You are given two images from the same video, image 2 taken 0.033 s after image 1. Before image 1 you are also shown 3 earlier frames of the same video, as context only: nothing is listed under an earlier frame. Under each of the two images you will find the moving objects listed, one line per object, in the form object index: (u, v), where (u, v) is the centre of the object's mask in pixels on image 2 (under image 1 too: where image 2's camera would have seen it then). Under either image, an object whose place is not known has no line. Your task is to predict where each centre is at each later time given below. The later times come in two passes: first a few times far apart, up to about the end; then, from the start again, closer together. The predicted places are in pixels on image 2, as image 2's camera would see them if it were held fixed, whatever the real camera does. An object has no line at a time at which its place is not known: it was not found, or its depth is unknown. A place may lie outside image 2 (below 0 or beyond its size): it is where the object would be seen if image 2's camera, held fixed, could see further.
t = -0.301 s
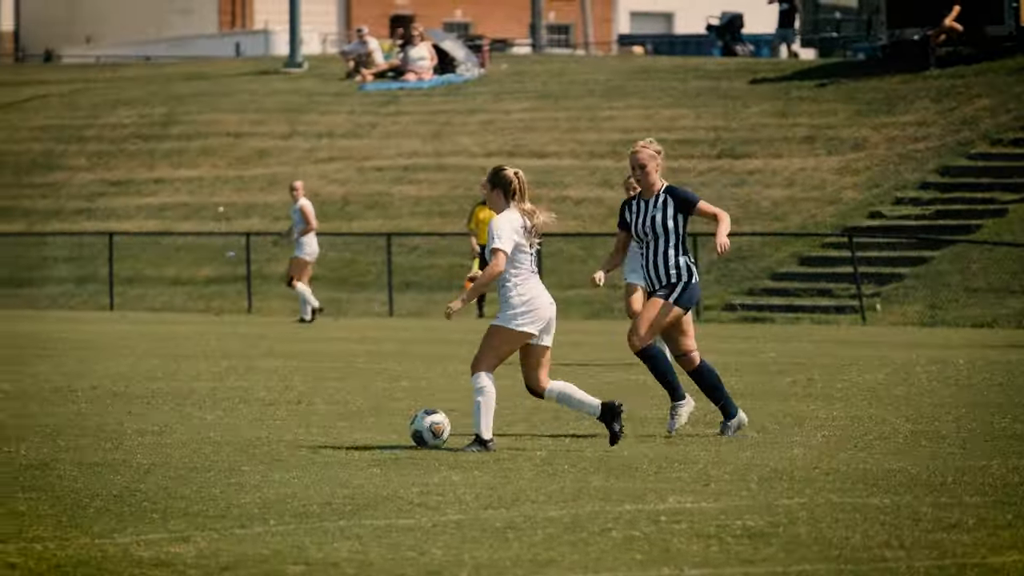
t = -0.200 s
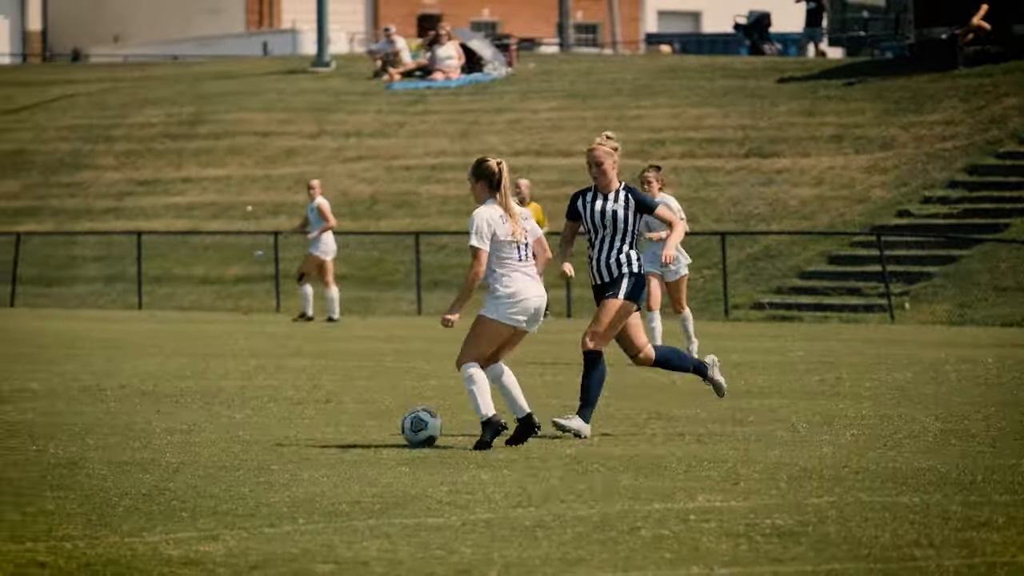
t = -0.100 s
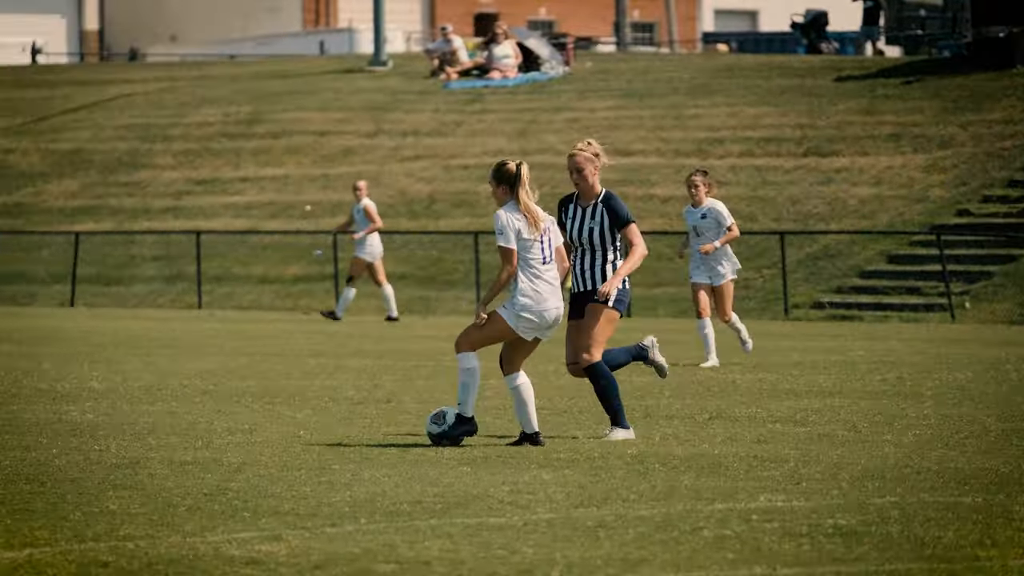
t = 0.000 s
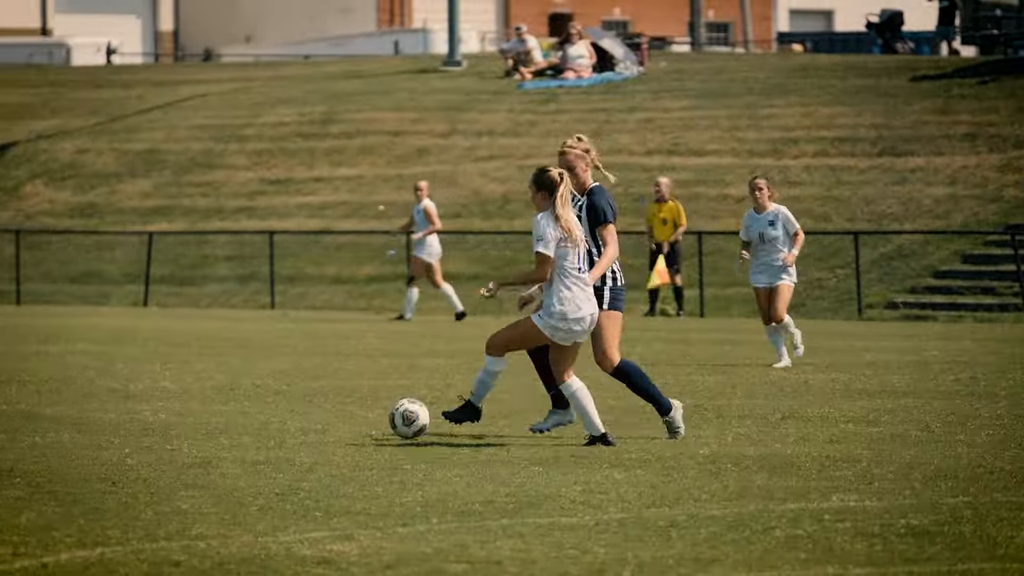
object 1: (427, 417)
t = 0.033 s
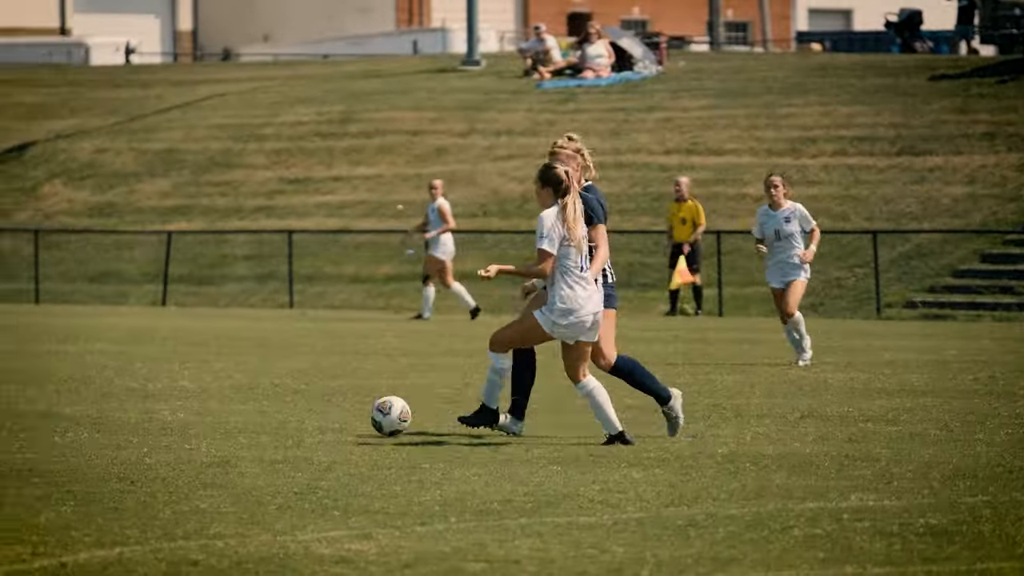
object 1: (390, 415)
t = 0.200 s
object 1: (227, 409)
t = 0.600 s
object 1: (-65, 406)
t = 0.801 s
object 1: (-187, 405)
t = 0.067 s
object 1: (353, 415)
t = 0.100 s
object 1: (318, 416)
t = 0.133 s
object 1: (287, 414)
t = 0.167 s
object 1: (257, 410)
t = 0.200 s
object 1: (227, 409)
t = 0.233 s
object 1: (197, 409)
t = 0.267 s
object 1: (168, 411)
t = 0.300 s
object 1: (142, 410)
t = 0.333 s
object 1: (117, 406)
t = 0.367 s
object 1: (92, 405)
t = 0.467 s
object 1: (19, 409)
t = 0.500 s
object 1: (-1, 407)
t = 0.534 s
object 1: (-22, 405)
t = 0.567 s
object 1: (-43, 405)
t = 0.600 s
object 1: (-65, 406)
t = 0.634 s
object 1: (-86, 406)
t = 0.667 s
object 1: (-106, 404)
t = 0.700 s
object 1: (-127, 403)
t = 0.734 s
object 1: (-147, 404)
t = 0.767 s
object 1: (-167, 405)
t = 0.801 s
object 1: (-187, 405)
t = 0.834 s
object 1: (-207, 403)
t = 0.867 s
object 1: (-226, 402)
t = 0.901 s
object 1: (-246, 403)
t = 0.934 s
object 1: (-265, 403)
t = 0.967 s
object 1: (-285, 402)
